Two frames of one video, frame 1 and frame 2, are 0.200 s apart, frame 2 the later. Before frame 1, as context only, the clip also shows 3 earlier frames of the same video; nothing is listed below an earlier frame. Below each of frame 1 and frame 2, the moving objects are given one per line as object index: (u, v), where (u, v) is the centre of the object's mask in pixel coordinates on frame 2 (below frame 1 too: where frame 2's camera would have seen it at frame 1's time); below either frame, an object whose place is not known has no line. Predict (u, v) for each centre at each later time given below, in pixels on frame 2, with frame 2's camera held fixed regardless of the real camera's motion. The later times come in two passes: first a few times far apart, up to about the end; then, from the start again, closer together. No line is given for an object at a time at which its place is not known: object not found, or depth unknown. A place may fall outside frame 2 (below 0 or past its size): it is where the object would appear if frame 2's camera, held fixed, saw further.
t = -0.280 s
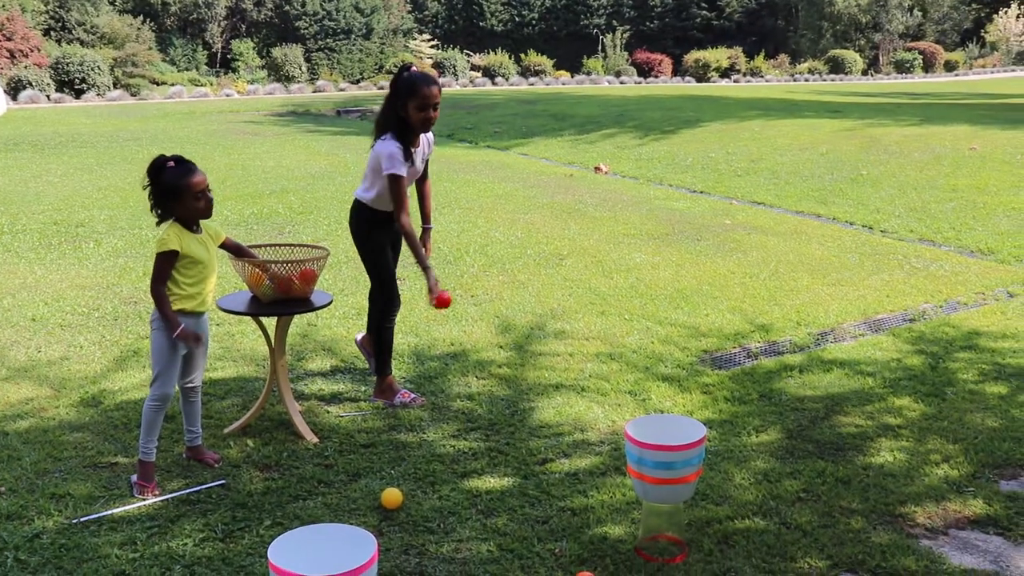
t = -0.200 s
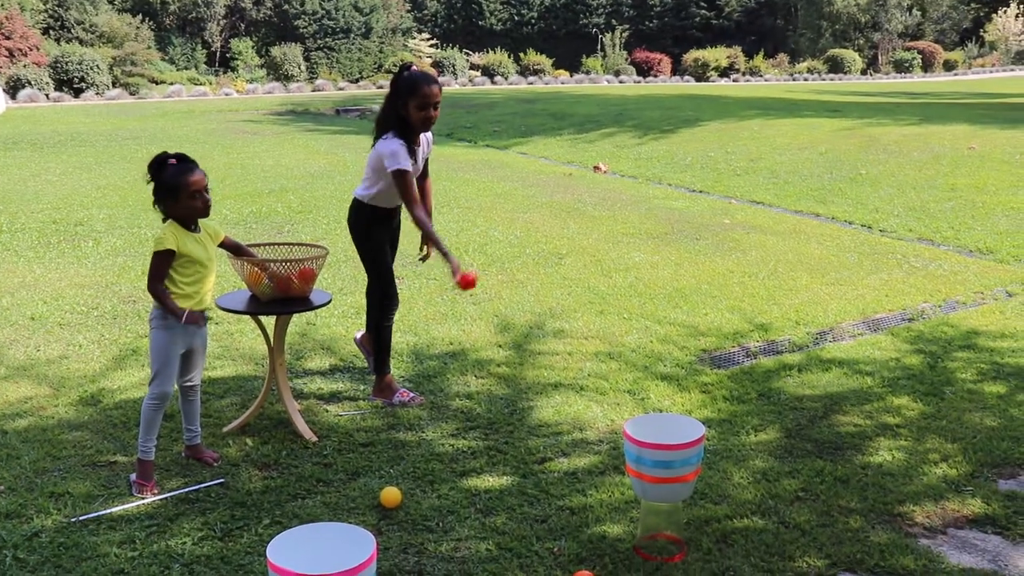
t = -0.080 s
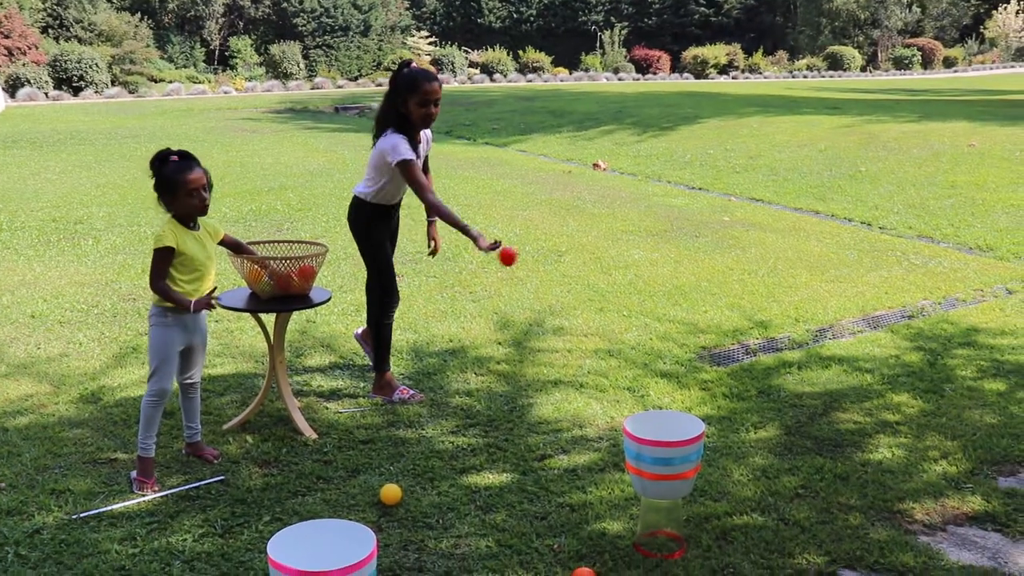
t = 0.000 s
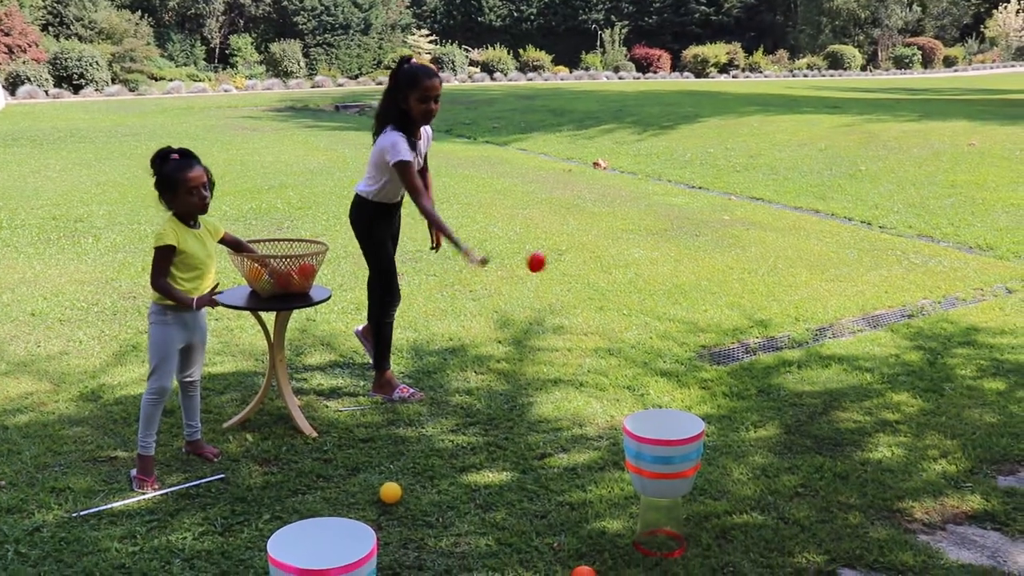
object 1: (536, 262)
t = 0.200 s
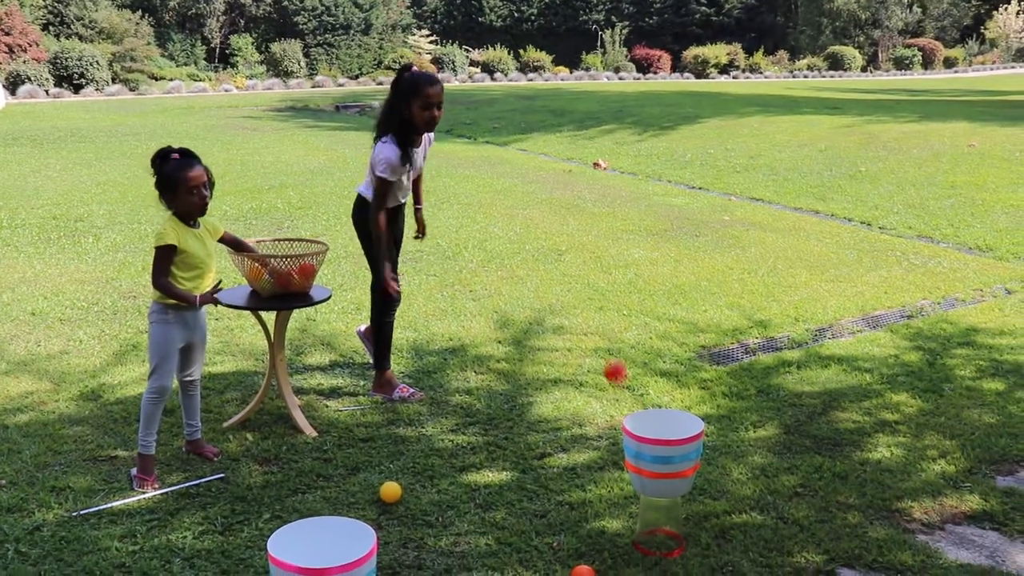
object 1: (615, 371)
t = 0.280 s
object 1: (628, 379)
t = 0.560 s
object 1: (624, 370)
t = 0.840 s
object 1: (561, 480)
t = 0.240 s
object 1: (628, 398)
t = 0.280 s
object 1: (628, 379)
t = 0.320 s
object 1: (628, 362)
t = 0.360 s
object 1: (628, 352)
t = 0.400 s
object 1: (627, 346)
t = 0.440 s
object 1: (627, 344)
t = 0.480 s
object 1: (625, 348)
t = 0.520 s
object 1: (624, 357)
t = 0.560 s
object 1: (624, 370)
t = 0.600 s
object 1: (622, 390)
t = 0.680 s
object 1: (610, 423)
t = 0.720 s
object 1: (599, 429)
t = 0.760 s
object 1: (586, 440)
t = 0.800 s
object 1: (573, 458)
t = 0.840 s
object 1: (561, 480)
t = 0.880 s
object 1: (549, 507)
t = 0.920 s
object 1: (536, 539)
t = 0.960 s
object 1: (525, 573)
